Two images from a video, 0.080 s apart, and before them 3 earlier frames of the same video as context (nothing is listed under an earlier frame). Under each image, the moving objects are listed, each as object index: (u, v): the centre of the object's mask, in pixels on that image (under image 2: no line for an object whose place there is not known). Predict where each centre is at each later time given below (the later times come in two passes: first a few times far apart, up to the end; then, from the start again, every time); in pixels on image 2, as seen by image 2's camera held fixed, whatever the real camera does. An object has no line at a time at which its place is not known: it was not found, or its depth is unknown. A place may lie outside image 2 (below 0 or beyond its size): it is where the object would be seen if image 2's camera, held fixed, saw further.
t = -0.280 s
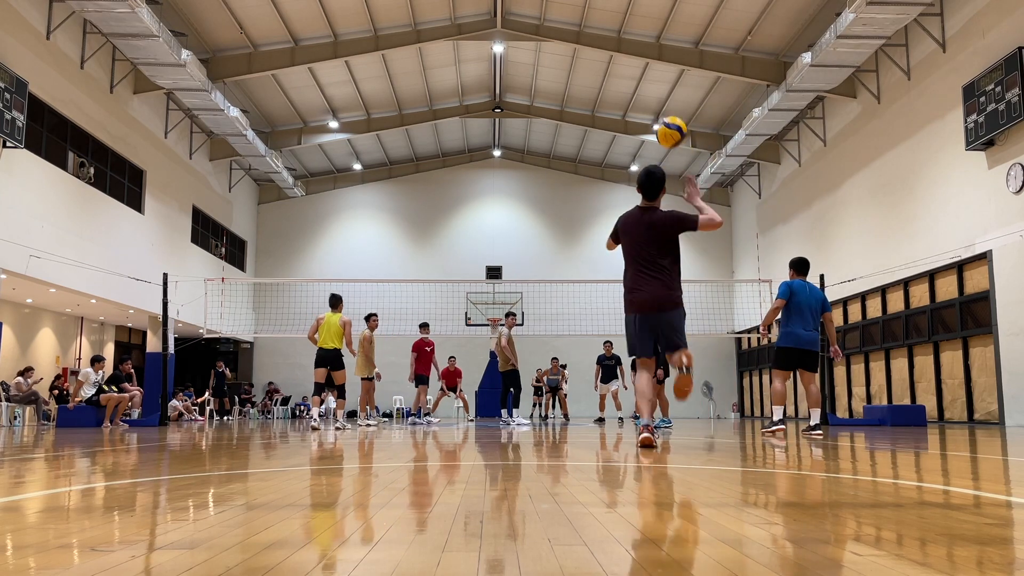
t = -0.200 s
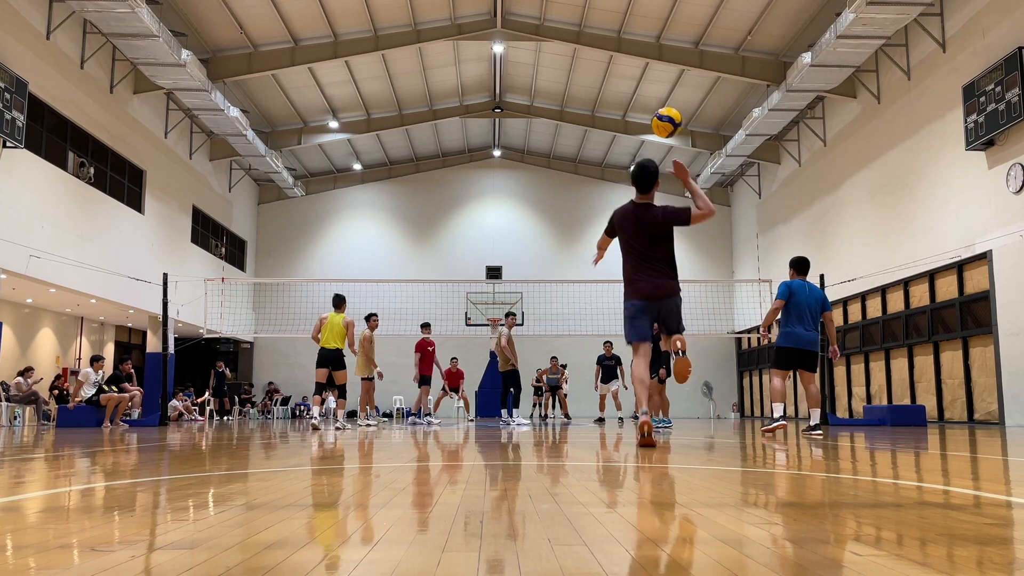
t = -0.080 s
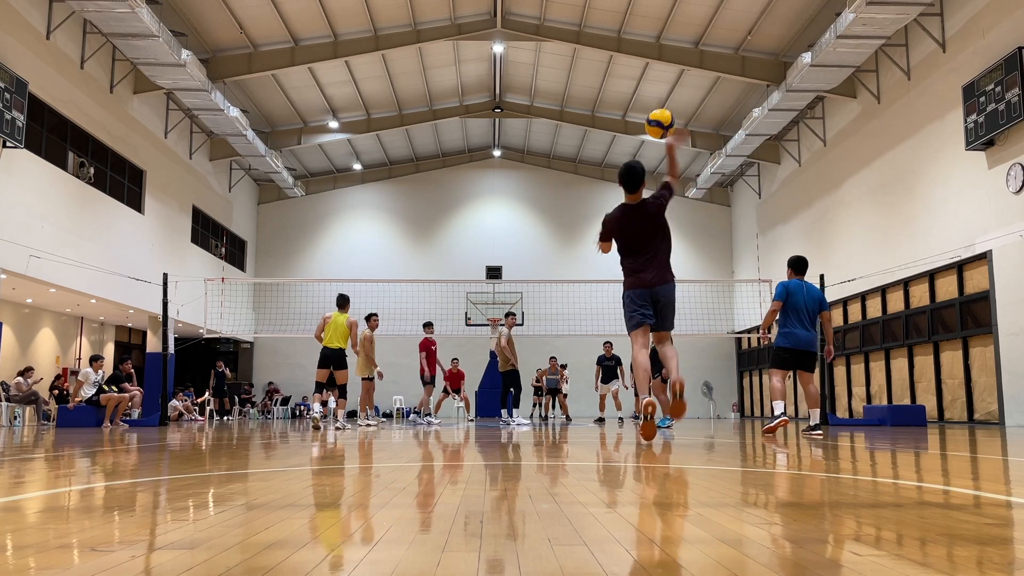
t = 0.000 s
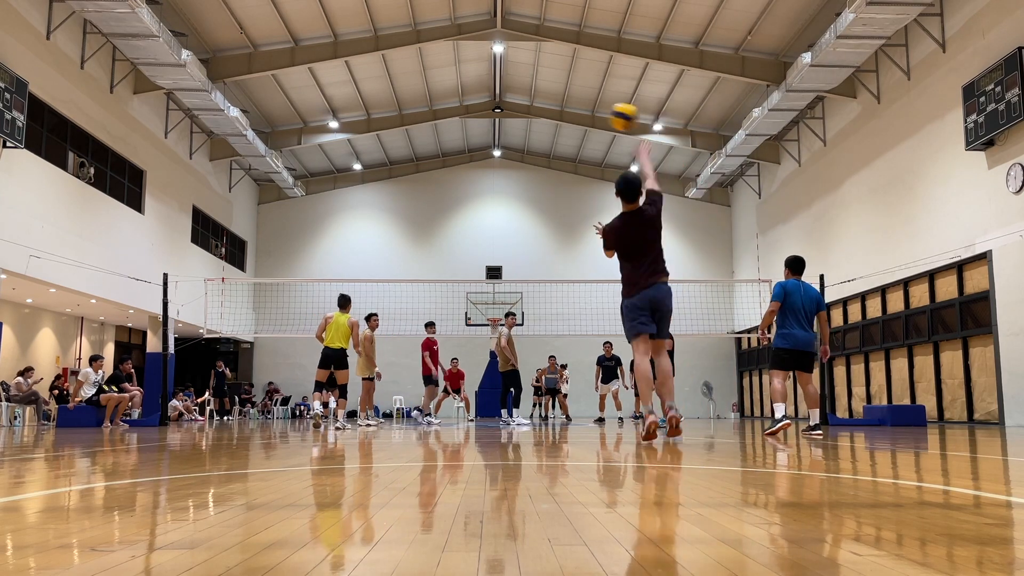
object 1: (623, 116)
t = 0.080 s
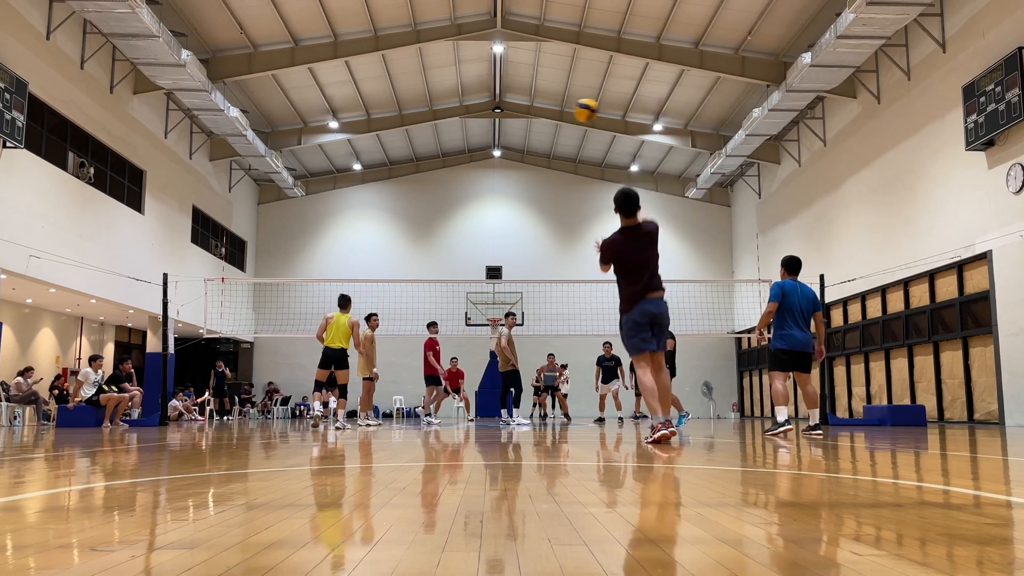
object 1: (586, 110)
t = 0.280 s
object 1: (526, 123)
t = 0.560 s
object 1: (481, 175)
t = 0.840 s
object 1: (452, 245)
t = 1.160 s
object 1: (427, 331)
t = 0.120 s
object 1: (571, 109)
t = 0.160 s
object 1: (558, 111)
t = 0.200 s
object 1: (546, 114)
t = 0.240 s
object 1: (536, 118)
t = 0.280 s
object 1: (526, 123)
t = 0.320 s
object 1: (517, 129)
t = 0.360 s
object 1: (510, 135)
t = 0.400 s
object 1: (503, 143)
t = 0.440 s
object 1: (496, 150)
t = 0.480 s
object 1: (490, 159)
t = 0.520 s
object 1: (486, 167)
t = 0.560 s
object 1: (481, 175)
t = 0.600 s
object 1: (476, 185)
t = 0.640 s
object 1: (472, 194)
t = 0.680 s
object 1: (467, 204)
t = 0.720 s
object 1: (464, 214)
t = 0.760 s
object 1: (460, 224)
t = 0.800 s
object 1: (456, 234)
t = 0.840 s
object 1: (452, 245)
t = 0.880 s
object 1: (449, 255)
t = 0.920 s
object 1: (446, 266)
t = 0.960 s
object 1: (442, 276)
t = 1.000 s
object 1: (439, 287)
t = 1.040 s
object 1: (436, 298)
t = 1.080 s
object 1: (433, 309)
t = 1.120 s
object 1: (430, 320)
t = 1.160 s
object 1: (427, 331)
